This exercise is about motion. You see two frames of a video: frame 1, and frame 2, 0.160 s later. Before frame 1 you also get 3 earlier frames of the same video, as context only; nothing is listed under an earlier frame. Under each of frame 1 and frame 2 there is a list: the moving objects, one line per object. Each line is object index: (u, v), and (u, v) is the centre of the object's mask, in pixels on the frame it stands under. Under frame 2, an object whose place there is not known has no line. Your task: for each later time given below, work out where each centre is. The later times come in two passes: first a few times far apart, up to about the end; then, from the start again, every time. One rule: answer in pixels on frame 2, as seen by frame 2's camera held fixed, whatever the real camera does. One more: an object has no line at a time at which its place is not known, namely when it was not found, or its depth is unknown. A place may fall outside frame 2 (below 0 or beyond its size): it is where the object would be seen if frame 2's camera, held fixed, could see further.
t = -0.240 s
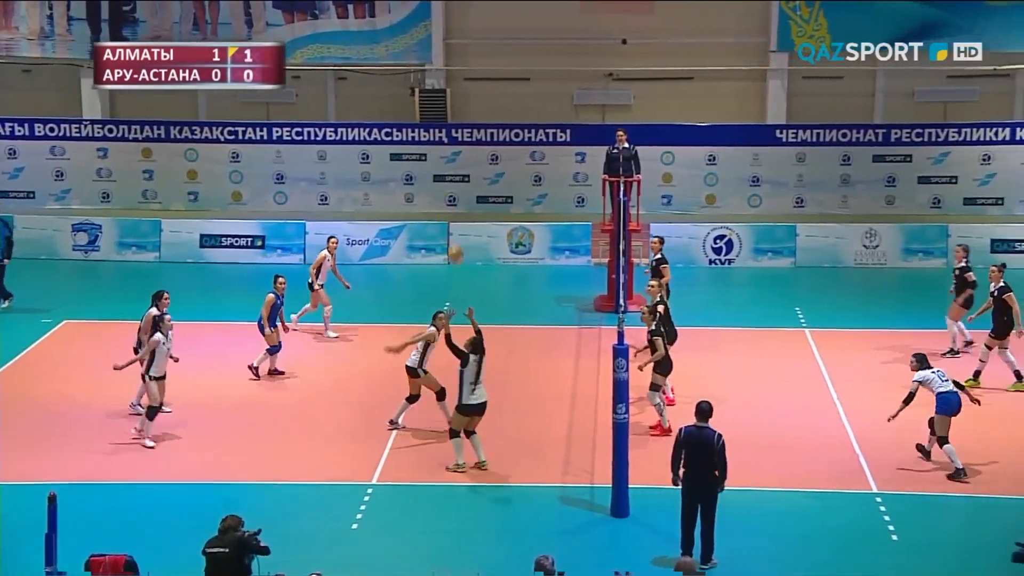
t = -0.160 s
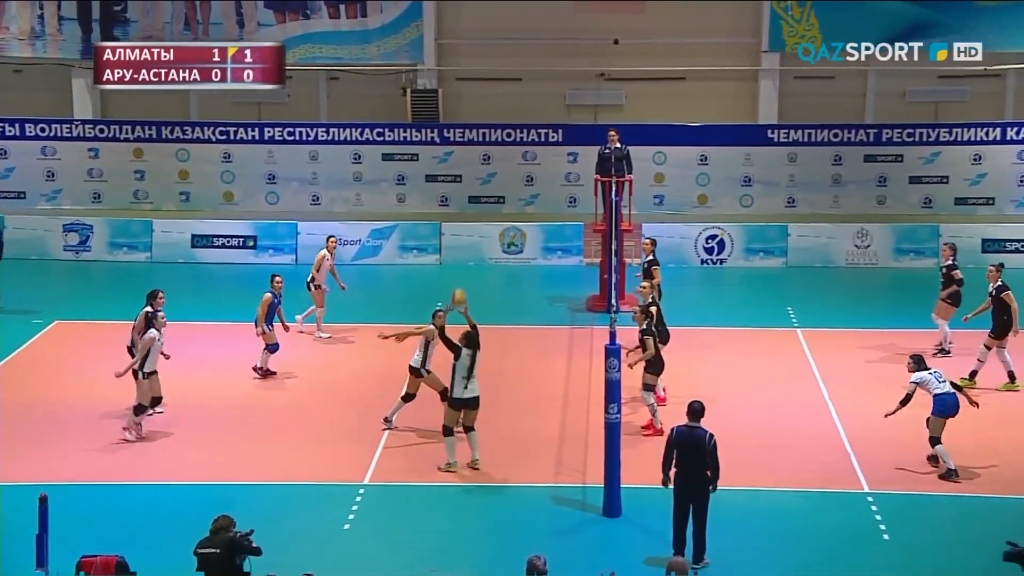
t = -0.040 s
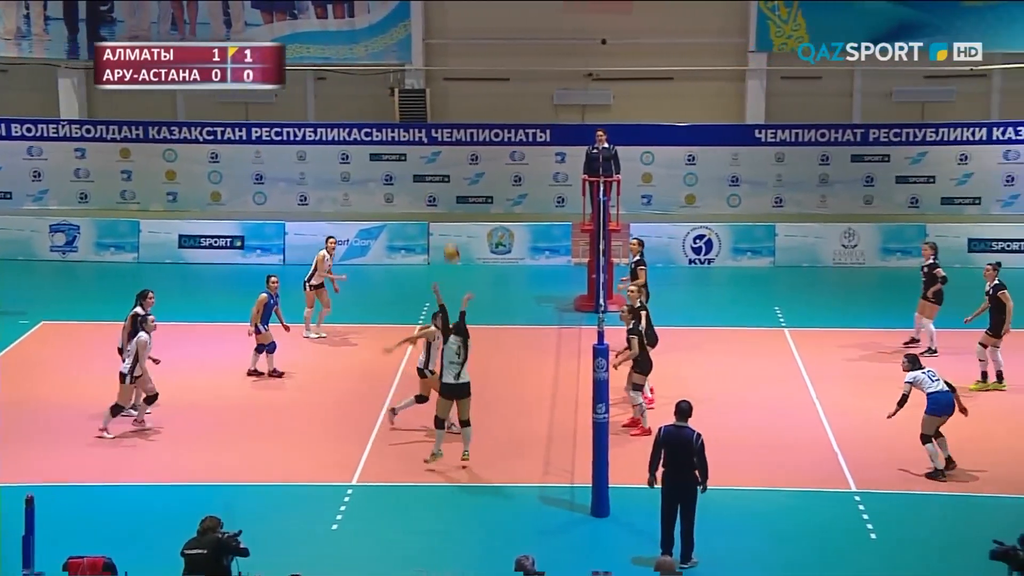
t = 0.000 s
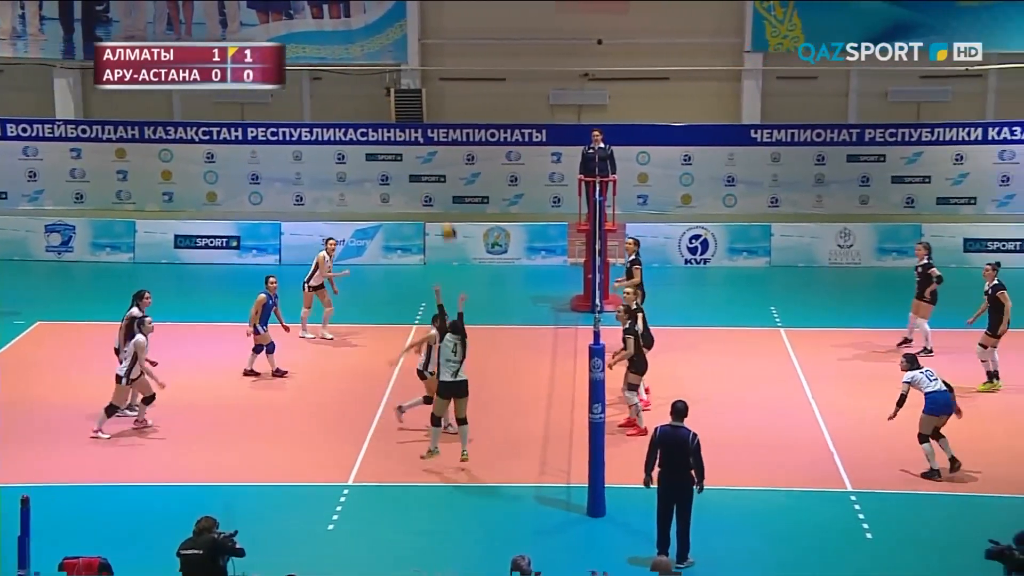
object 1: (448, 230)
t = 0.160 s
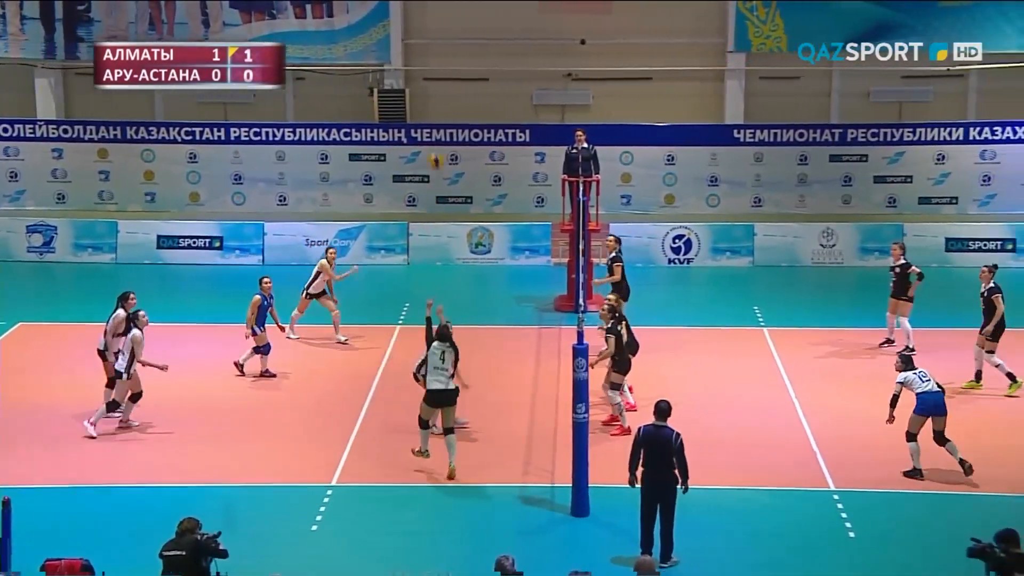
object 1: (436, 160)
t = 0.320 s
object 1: (437, 109)
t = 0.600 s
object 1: (442, 77)
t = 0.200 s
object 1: (437, 144)
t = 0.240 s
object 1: (438, 133)
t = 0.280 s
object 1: (438, 122)
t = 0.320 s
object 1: (437, 109)
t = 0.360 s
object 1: (439, 99)
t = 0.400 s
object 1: (440, 92)
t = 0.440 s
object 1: (440, 86)
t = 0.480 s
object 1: (441, 83)
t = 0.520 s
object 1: (441, 80)
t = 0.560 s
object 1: (442, 78)
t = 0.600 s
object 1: (442, 77)
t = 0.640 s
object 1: (442, 77)
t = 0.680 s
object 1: (443, 78)
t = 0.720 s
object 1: (443, 80)
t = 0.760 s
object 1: (444, 84)
